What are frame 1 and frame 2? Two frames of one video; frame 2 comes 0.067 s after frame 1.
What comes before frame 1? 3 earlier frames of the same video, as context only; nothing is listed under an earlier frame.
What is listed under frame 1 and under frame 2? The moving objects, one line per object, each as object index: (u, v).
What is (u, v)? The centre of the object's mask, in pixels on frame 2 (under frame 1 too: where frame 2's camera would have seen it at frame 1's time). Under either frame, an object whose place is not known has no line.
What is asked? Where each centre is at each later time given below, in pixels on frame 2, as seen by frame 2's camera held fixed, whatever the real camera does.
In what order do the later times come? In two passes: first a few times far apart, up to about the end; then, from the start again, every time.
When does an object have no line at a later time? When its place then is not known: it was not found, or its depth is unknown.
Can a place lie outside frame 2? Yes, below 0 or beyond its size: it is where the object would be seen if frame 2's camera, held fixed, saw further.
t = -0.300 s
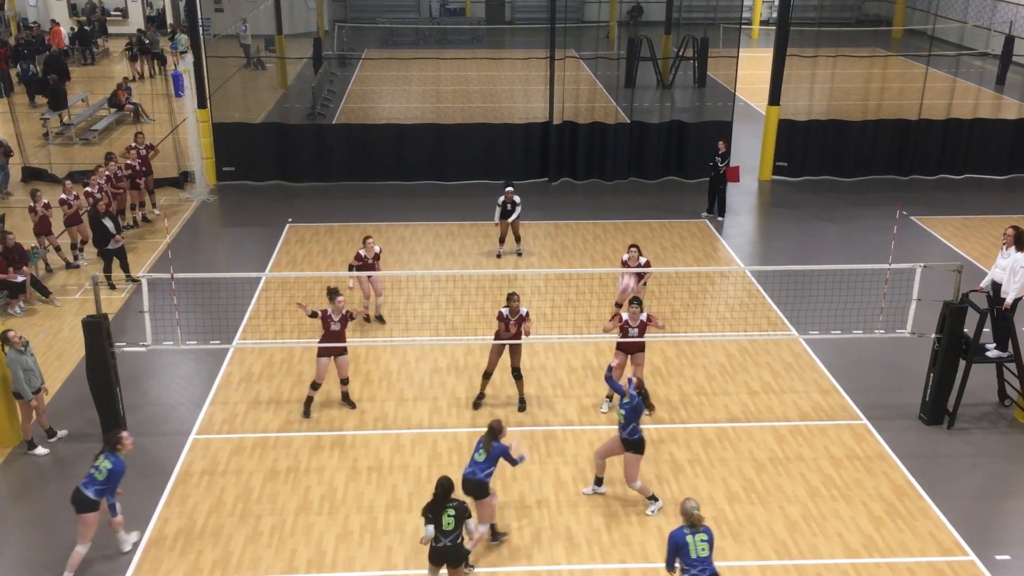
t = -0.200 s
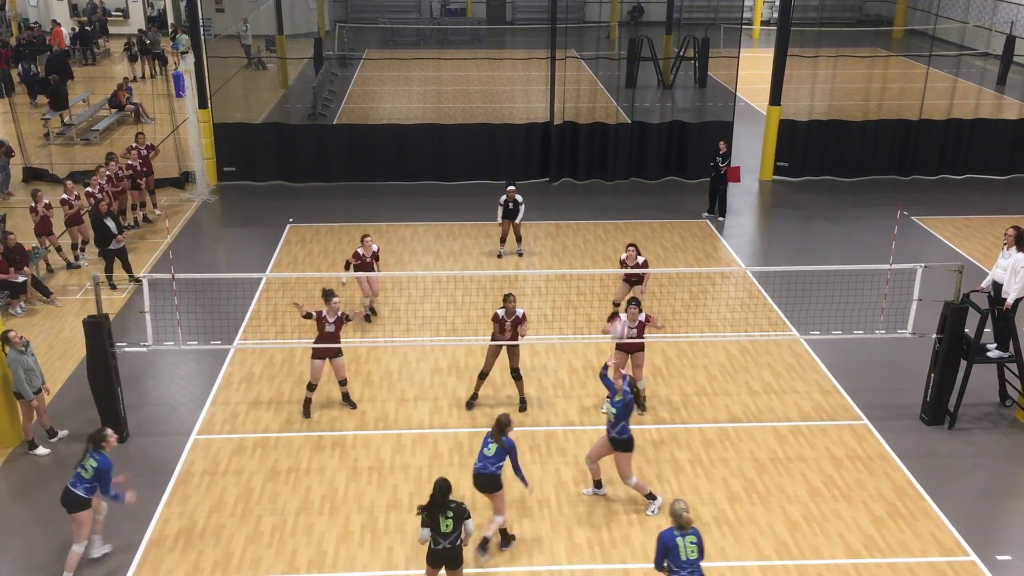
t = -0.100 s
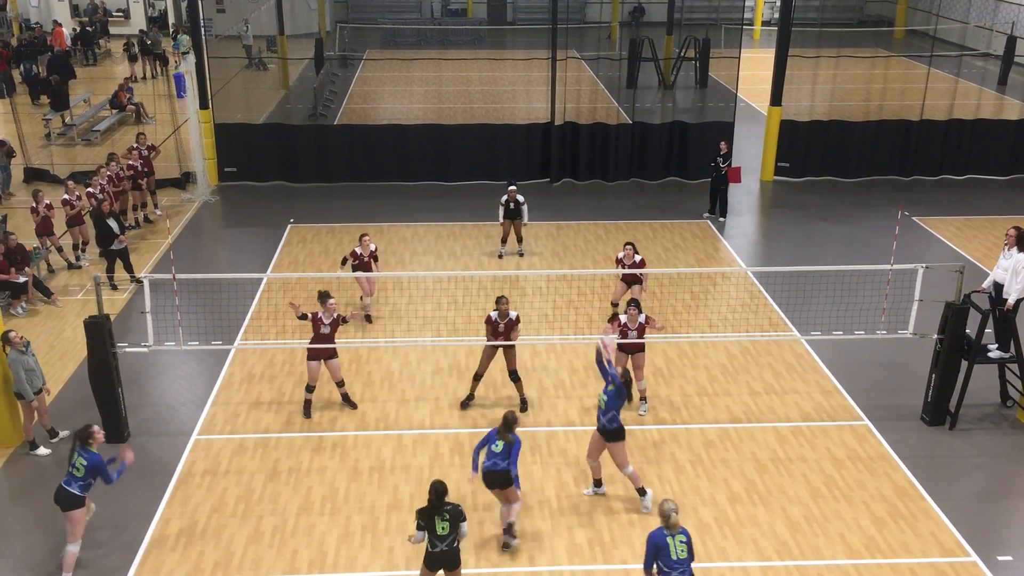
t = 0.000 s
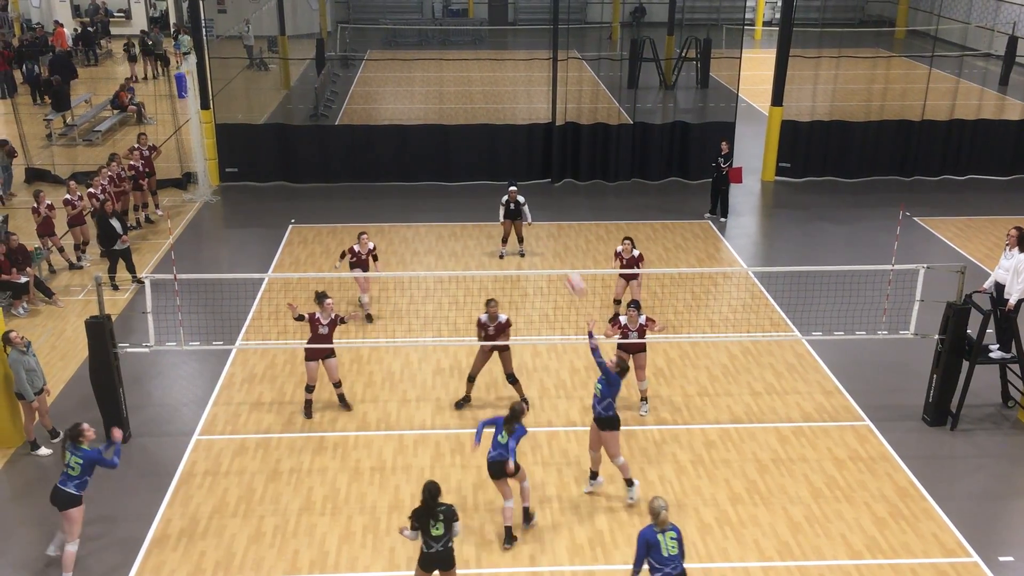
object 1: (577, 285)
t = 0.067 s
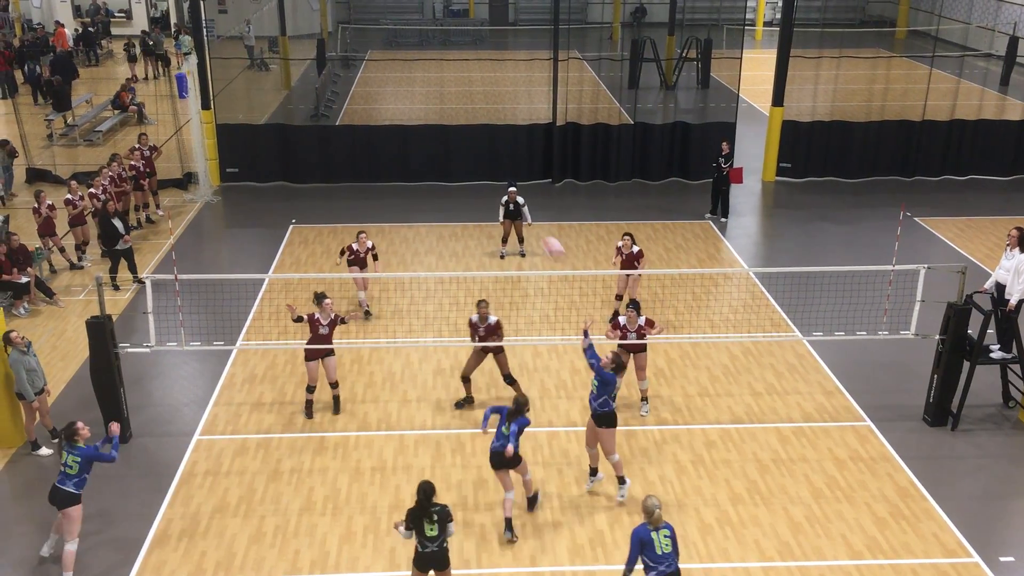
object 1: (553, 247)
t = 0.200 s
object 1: (505, 186)
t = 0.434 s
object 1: (424, 112)
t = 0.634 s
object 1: (354, 90)
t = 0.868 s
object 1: (279, 112)
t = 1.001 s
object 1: (239, 146)
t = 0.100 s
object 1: (541, 230)
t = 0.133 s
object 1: (529, 214)
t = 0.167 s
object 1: (517, 200)
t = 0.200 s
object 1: (505, 186)
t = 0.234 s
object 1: (493, 173)
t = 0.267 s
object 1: (481, 161)
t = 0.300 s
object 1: (470, 150)
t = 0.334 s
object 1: (458, 139)
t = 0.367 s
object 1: (447, 130)
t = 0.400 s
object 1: (435, 121)
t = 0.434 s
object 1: (424, 112)
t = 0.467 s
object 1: (412, 107)
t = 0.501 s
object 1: (400, 101)
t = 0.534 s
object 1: (388, 97)
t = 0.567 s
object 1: (377, 94)
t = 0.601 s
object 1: (365, 92)
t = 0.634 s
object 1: (354, 90)
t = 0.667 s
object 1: (343, 91)
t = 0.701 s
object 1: (332, 92)
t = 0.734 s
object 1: (321, 94)
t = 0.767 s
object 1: (310, 97)
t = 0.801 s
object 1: (299, 101)
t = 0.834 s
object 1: (289, 106)
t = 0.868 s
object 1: (279, 112)
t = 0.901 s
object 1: (269, 119)
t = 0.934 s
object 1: (258, 127)
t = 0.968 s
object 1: (248, 136)
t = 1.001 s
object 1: (239, 146)
